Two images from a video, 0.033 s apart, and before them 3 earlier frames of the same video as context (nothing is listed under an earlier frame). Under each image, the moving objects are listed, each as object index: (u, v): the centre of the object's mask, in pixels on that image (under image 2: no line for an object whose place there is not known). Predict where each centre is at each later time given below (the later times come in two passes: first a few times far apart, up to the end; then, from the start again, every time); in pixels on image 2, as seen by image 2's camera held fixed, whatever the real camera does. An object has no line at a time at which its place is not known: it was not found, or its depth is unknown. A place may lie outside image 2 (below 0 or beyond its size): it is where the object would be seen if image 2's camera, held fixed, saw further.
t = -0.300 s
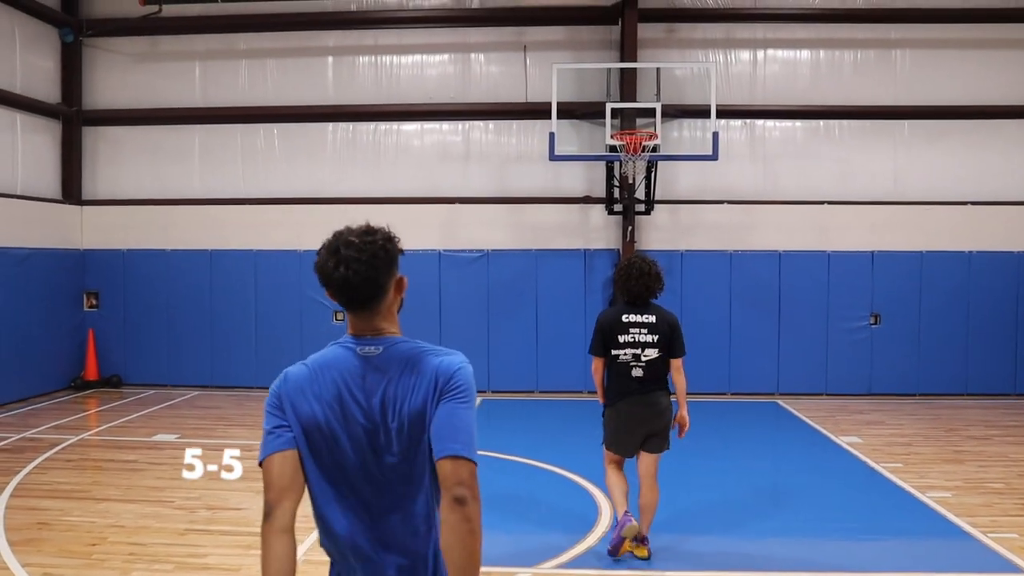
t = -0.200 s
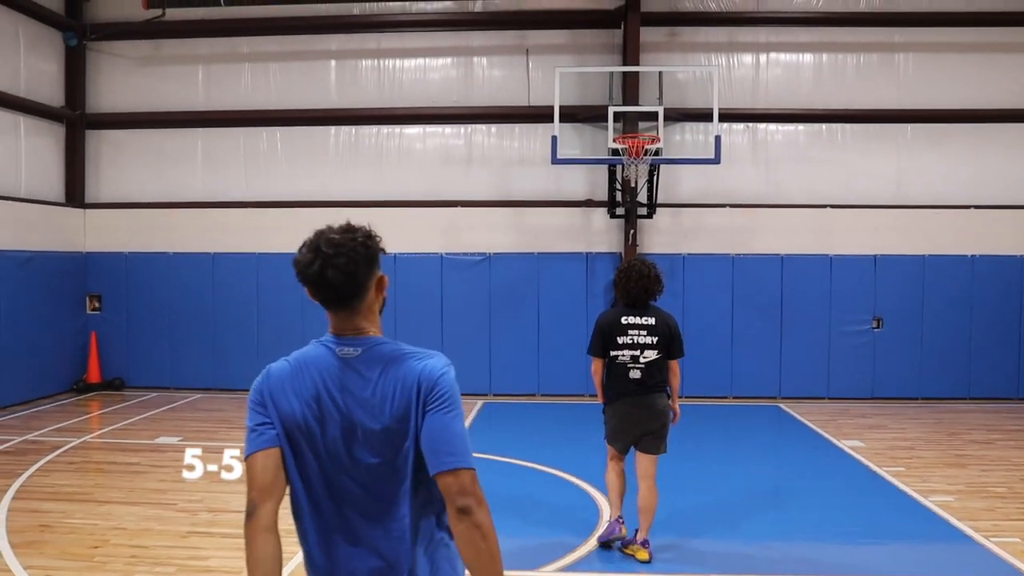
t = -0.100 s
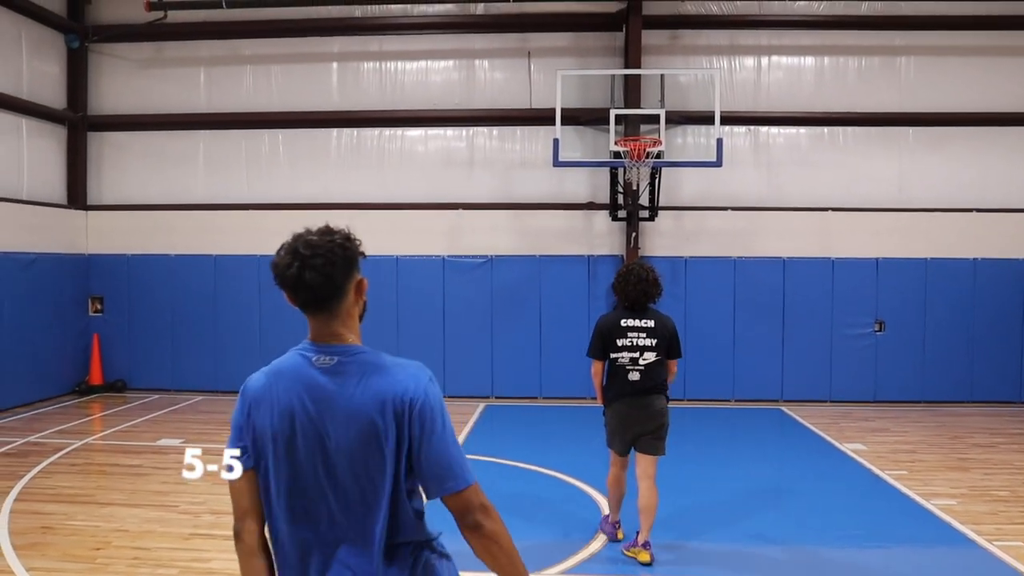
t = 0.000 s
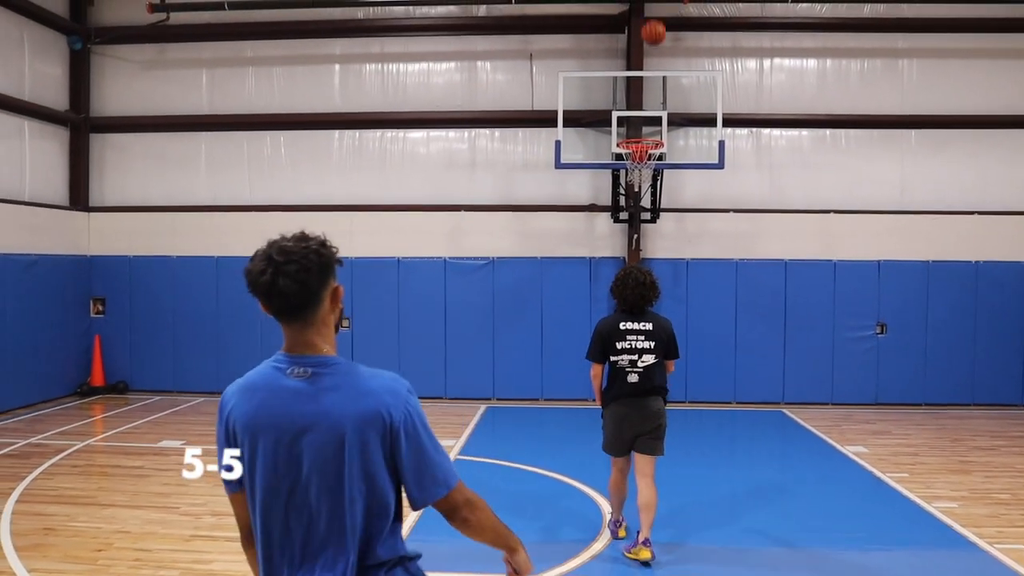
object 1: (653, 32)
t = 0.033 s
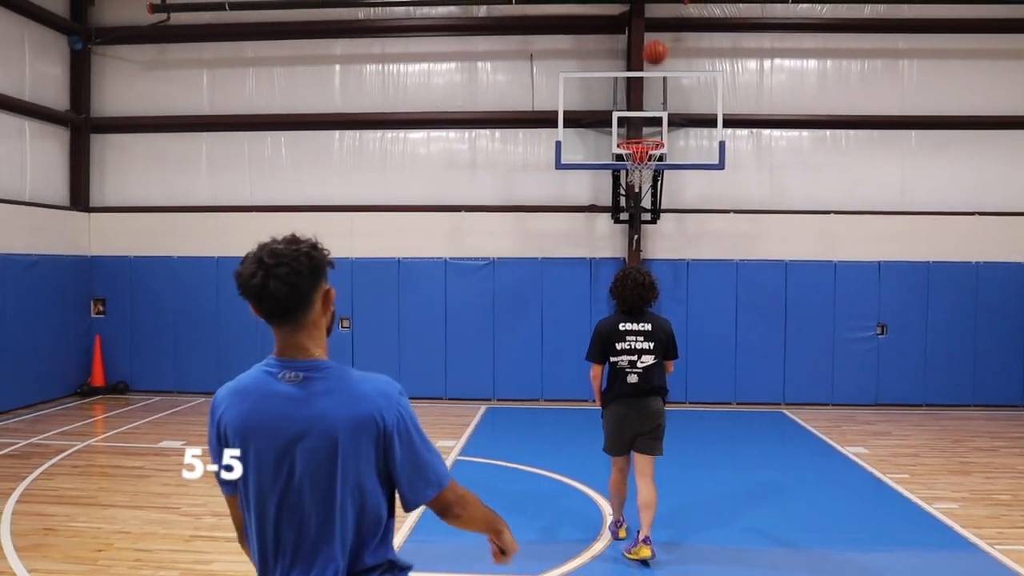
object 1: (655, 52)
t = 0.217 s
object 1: (672, 123)
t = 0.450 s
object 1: (746, 92)
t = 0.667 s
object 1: (821, 109)
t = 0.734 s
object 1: (846, 125)
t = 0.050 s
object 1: (655, 62)
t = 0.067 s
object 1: (656, 71)
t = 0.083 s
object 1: (656, 81)
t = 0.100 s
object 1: (657, 92)
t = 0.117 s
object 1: (657, 101)
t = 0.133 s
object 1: (658, 111)
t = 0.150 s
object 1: (658, 122)
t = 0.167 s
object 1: (658, 131)
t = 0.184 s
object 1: (662, 132)
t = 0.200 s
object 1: (667, 127)
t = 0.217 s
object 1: (672, 123)
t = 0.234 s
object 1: (677, 120)
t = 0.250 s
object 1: (682, 116)
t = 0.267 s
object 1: (687, 113)
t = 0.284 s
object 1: (692, 110)
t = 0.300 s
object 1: (697, 107)
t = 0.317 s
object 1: (703, 104)
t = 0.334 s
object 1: (708, 101)
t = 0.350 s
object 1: (713, 99)
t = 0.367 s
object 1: (719, 97)
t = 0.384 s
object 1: (724, 96)
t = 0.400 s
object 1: (730, 94)
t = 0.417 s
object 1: (735, 93)
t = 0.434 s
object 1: (741, 92)
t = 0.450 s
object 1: (746, 92)
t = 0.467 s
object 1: (752, 91)
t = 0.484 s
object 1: (758, 91)
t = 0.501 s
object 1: (763, 92)
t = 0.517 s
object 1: (769, 92)
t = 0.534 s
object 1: (775, 93)
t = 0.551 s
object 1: (780, 94)
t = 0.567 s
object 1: (786, 95)
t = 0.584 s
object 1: (792, 97)
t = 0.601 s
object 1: (798, 99)
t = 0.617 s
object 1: (804, 101)
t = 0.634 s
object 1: (810, 104)
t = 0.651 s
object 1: (816, 106)
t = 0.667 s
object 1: (821, 109)
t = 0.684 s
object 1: (828, 113)
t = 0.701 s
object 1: (835, 117)
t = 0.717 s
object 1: (840, 121)
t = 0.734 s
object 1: (846, 125)
